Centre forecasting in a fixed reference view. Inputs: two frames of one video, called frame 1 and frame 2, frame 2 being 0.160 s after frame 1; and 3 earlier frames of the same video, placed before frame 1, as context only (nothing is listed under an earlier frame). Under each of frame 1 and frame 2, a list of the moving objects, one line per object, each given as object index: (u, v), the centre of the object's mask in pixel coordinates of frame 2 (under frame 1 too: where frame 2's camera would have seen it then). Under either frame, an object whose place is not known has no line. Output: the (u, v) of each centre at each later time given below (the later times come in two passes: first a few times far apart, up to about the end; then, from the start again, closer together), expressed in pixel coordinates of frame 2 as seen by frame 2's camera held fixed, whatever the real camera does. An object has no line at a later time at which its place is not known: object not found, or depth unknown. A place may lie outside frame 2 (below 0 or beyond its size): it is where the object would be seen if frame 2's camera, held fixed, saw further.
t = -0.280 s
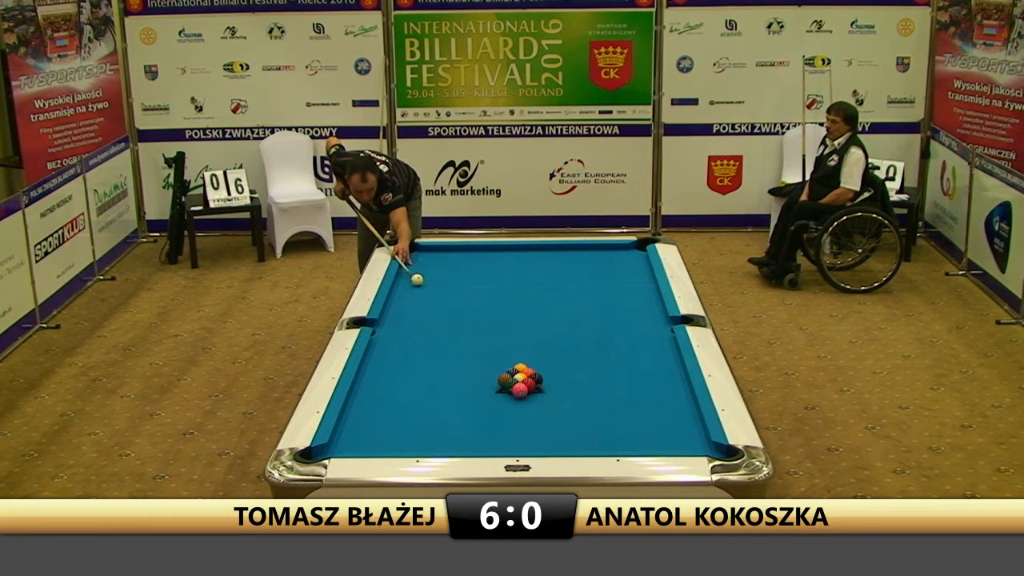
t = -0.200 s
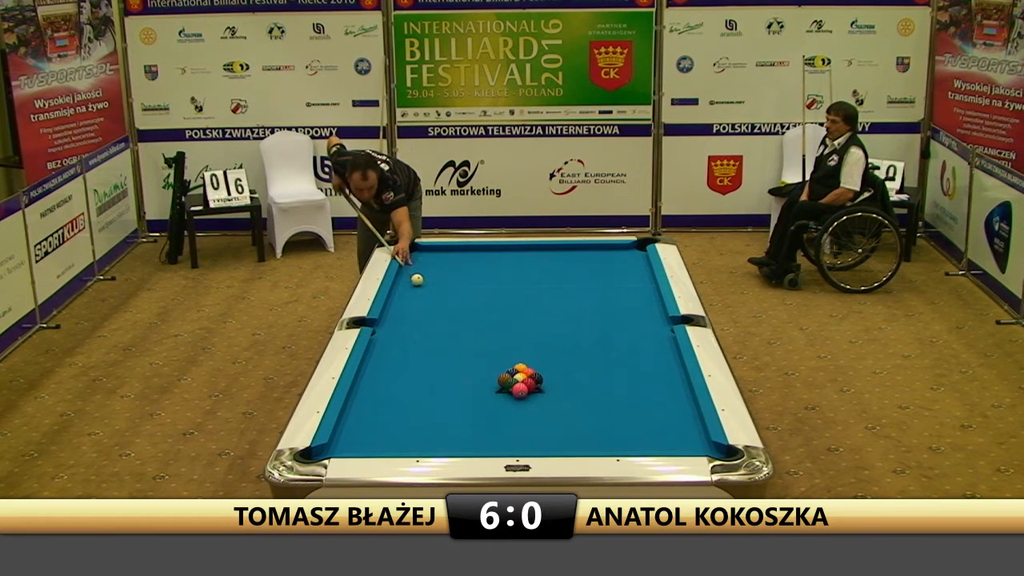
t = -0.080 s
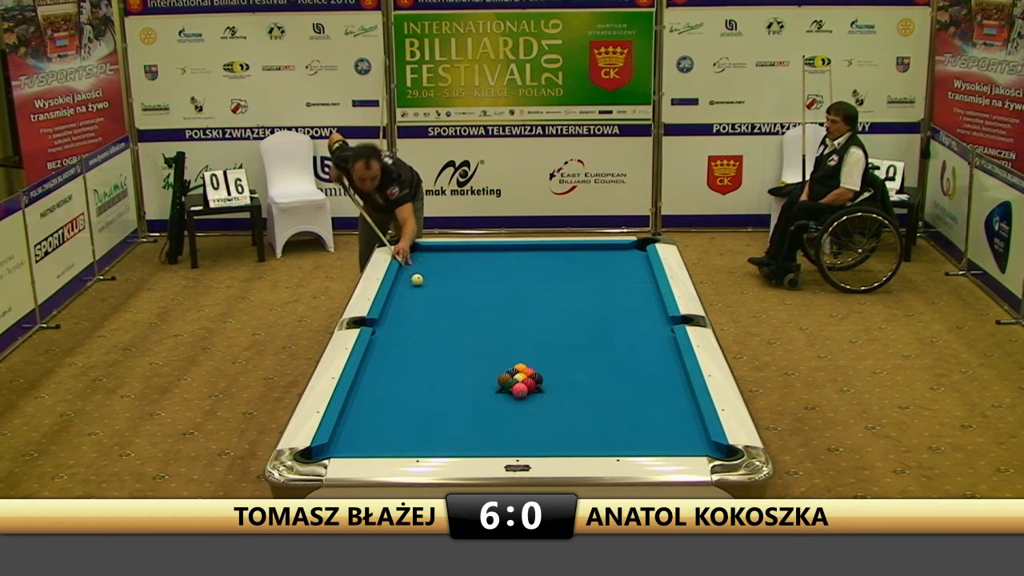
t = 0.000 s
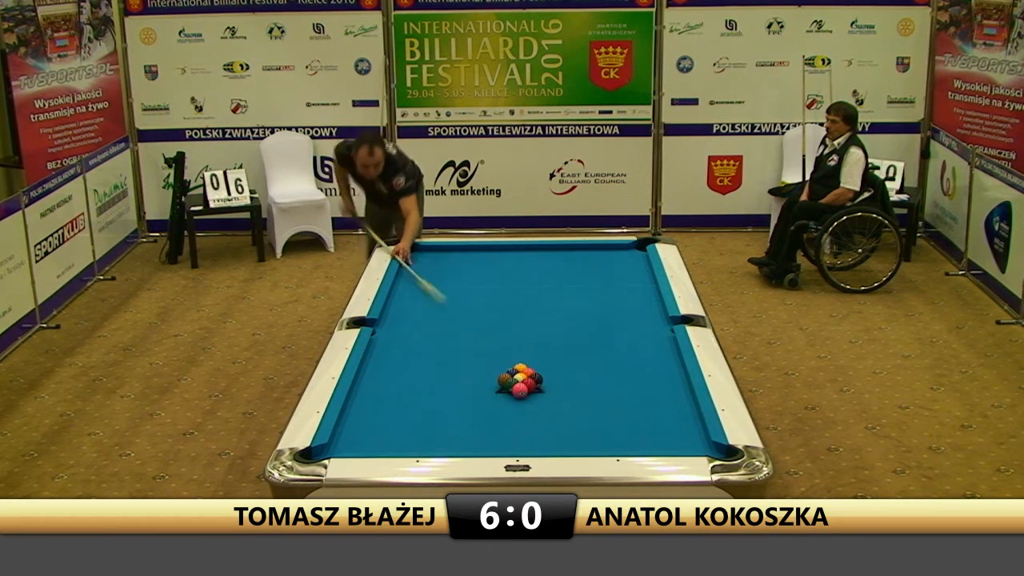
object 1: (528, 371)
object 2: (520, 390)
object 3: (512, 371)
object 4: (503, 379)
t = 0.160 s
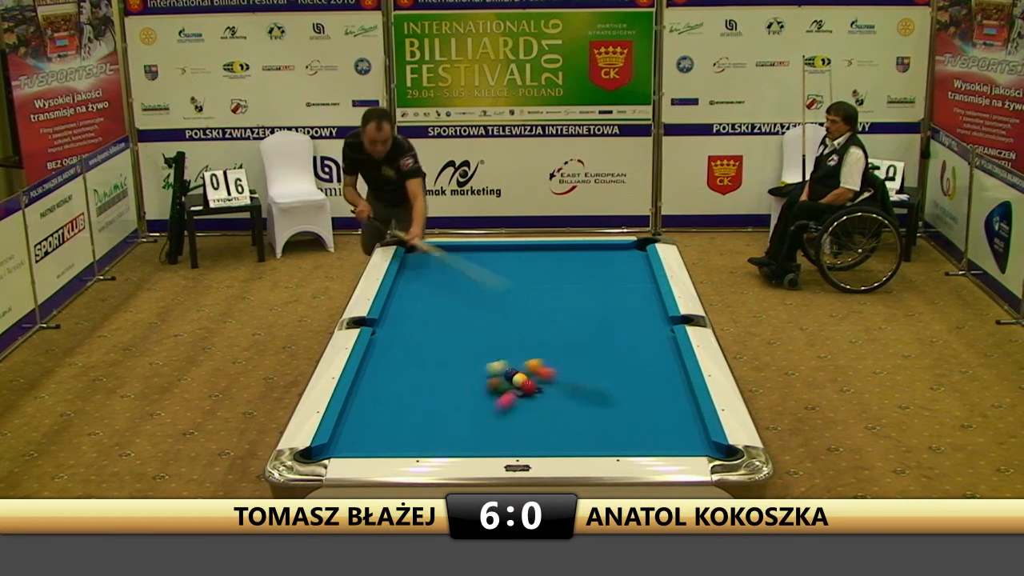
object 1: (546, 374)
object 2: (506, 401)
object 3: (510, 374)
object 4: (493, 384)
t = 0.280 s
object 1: (590, 371)
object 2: (465, 434)
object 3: (507, 375)
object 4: (465, 397)
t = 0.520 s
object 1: (664, 366)
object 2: (425, 424)
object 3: (501, 374)
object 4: (412, 417)
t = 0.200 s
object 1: (561, 373)
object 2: (493, 411)
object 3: (509, 375)
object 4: (484, 388)
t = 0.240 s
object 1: (576, 372)
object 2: (479, 423)
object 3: (508, 375)
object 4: (474, 393)
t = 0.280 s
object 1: (590, 371)
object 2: (465, 434)
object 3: (507, 375)
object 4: (465, 397)
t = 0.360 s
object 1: (616, 369)
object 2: (441, 446)
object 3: (505, 375)
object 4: (448, 404)
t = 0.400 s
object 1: (628, 369)
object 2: (437, 441)
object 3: (504, 374)
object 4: (440, 407)
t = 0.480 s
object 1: (652, 367)
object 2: (428, 429)
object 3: (502, 374)
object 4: (422, 414)
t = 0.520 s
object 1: (664, 366)
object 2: (425, 424)
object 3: (501, 374)
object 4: (412, 417)
